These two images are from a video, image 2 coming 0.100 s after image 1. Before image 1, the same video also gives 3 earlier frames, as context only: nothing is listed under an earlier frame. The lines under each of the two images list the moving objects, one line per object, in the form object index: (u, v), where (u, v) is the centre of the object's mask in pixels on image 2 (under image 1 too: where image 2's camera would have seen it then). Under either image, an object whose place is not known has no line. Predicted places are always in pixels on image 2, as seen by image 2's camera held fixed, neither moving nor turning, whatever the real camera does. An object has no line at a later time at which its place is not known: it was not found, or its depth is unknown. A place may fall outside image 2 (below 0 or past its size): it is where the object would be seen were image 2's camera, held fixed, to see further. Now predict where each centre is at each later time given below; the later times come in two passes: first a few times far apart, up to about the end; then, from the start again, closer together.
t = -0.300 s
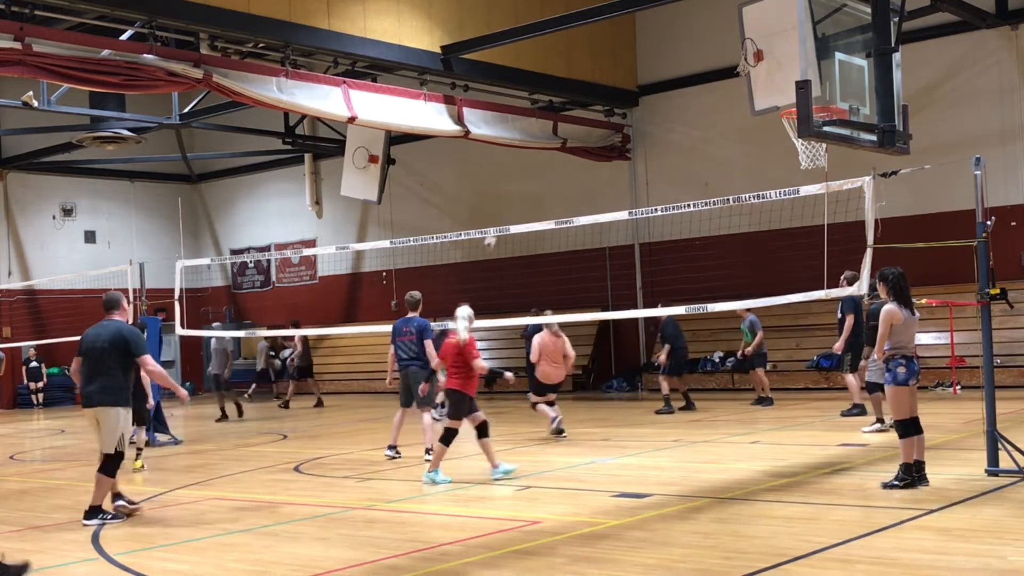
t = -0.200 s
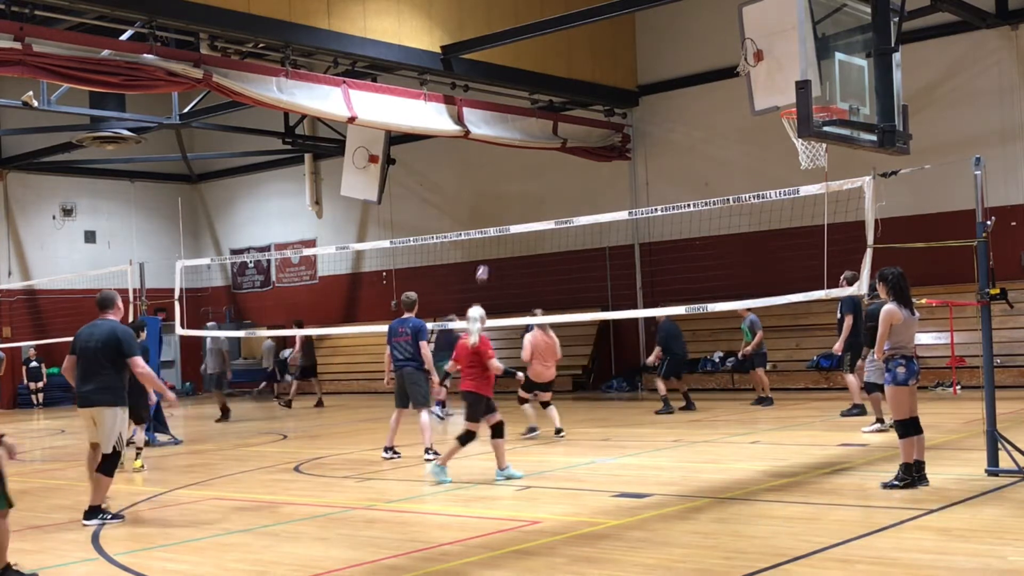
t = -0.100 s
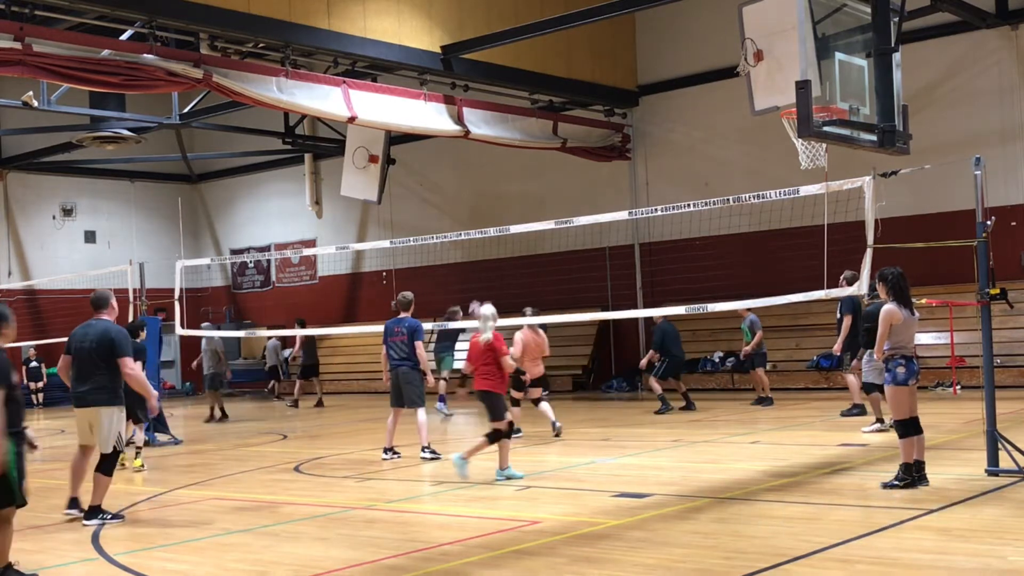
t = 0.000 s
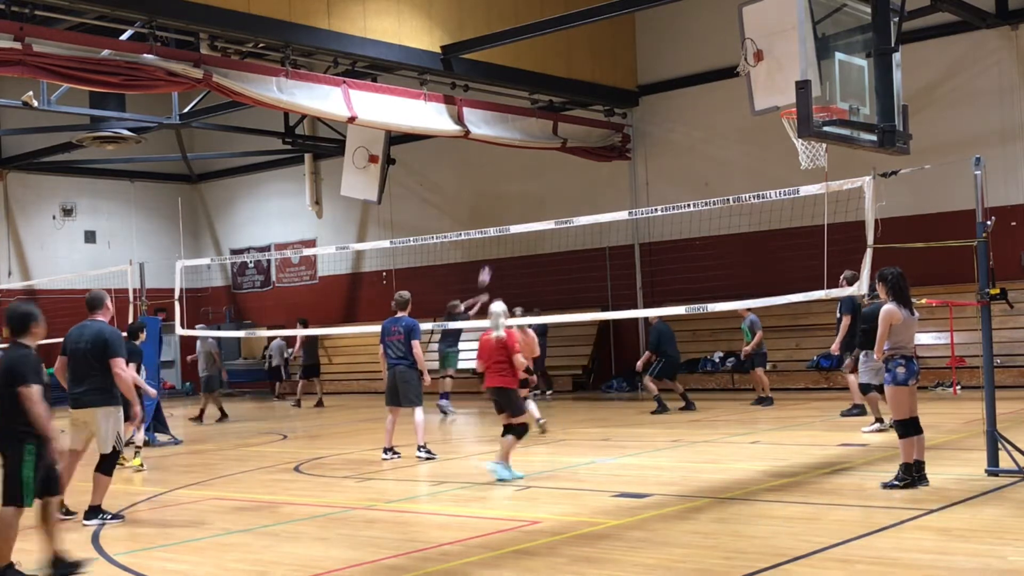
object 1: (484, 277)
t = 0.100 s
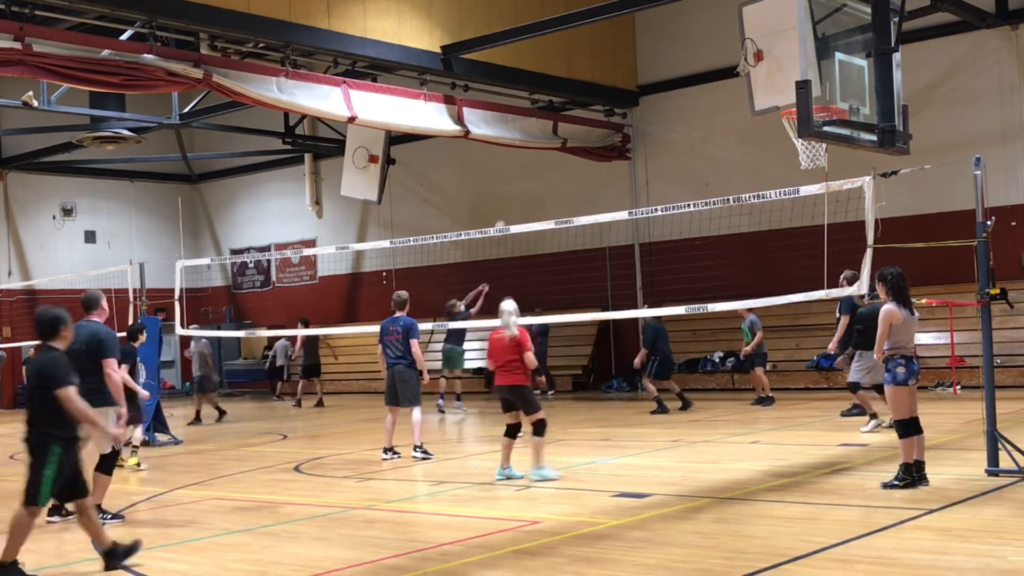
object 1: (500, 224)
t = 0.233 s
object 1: (519, 175)
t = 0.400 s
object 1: (545, 120)
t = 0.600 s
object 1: (577, 74)
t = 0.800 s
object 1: (612, 53)
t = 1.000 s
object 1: (649, 58)
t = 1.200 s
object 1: (689, 94)
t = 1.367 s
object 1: (726, 151)
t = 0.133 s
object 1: (504, 214)
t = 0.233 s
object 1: (519, 175)
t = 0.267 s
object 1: (524, 163)
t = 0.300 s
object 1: (529, 152)
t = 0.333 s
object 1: (534, 140)
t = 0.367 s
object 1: (539, 128)
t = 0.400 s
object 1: (545, 120)
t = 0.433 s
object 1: (550, 111)
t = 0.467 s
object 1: (555, 103)
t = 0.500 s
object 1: (560, 95)
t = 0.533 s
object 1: (566, 87)
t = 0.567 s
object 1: (571, 81)
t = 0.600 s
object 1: (577, 74)
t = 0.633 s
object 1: (583, 69)
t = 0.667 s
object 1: (588, 64)
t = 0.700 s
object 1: (594, 60)
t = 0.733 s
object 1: (600, 57)
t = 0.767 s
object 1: (606, 55)
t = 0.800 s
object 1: (612, 53)
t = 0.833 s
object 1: (618, 52)
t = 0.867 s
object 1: (624, 51)
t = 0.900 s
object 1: (630, 52)
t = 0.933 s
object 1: (637, 53)
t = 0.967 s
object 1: (643, 55)
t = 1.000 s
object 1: (649, 58)
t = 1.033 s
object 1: (656, 62)
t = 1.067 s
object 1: (662, 67)
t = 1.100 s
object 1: (669, 72)
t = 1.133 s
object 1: (676, 79)
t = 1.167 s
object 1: (683, 86)
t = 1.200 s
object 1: (689, 94)
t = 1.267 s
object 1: (704, 114)
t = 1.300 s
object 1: (711, 125)
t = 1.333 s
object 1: (718, 137)
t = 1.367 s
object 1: (726, 151)
